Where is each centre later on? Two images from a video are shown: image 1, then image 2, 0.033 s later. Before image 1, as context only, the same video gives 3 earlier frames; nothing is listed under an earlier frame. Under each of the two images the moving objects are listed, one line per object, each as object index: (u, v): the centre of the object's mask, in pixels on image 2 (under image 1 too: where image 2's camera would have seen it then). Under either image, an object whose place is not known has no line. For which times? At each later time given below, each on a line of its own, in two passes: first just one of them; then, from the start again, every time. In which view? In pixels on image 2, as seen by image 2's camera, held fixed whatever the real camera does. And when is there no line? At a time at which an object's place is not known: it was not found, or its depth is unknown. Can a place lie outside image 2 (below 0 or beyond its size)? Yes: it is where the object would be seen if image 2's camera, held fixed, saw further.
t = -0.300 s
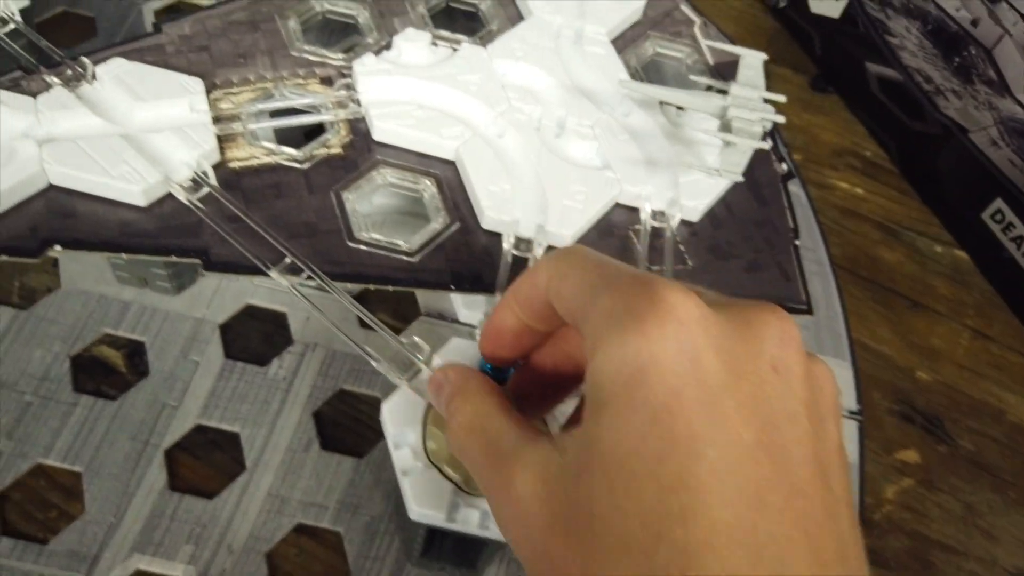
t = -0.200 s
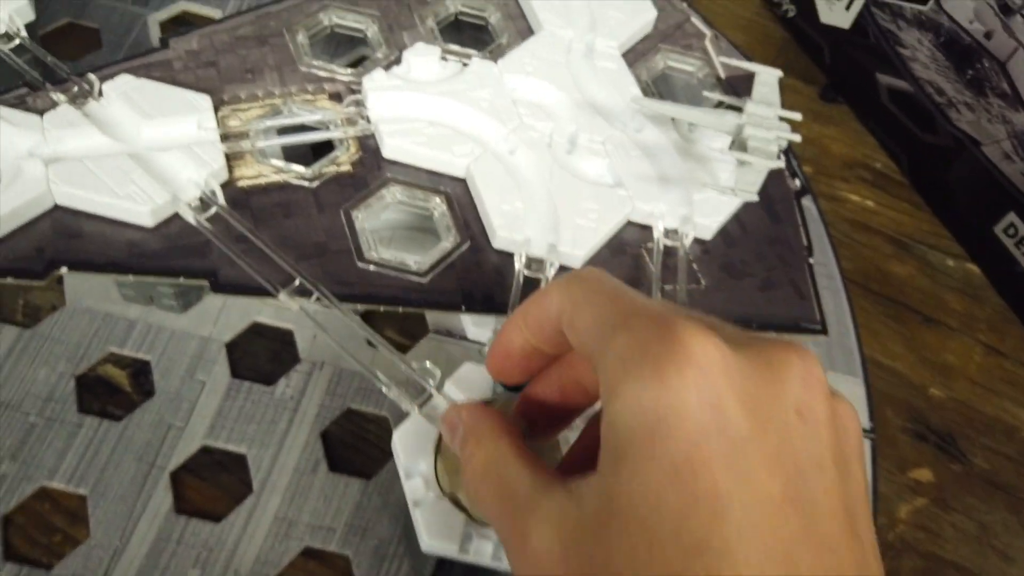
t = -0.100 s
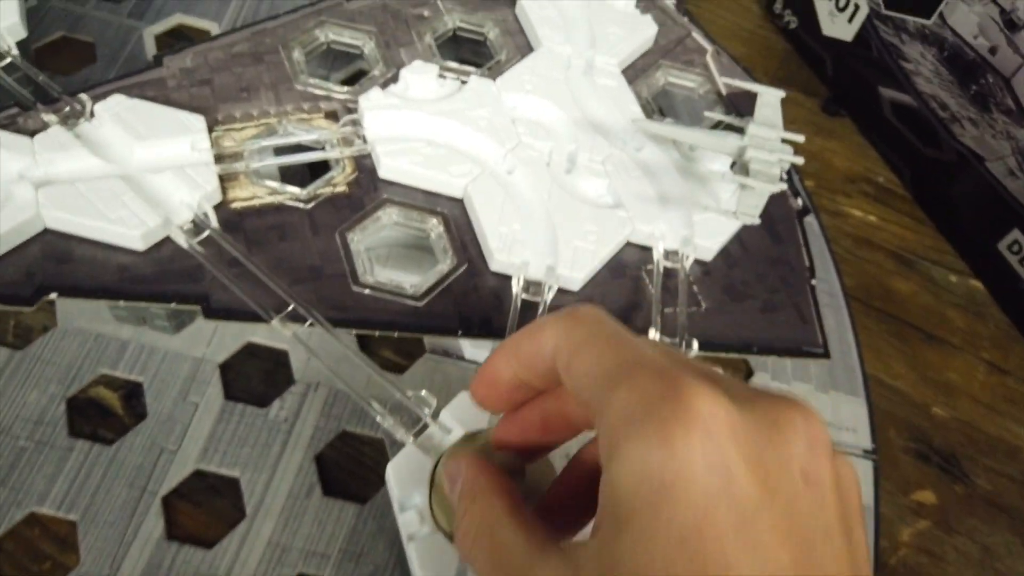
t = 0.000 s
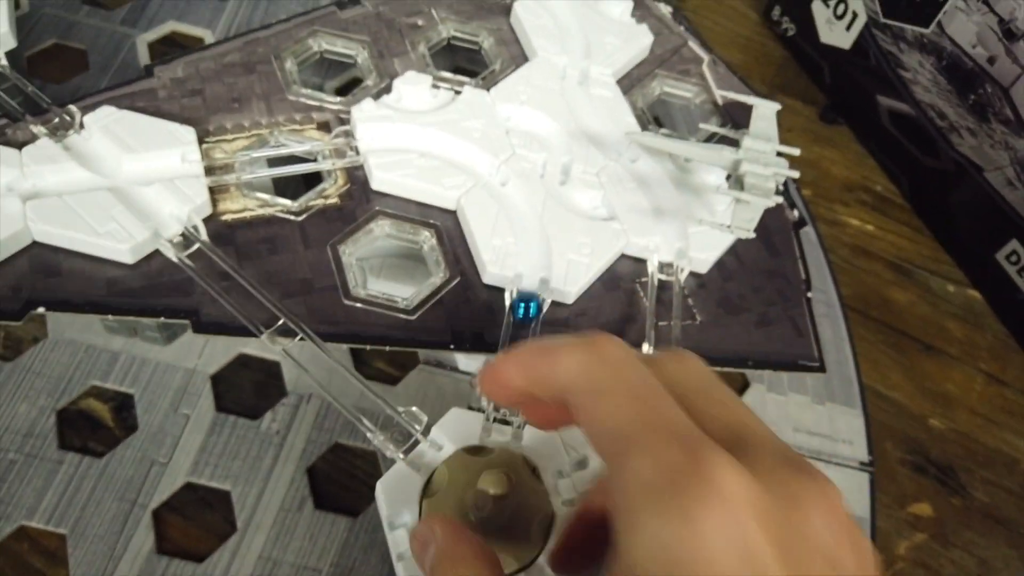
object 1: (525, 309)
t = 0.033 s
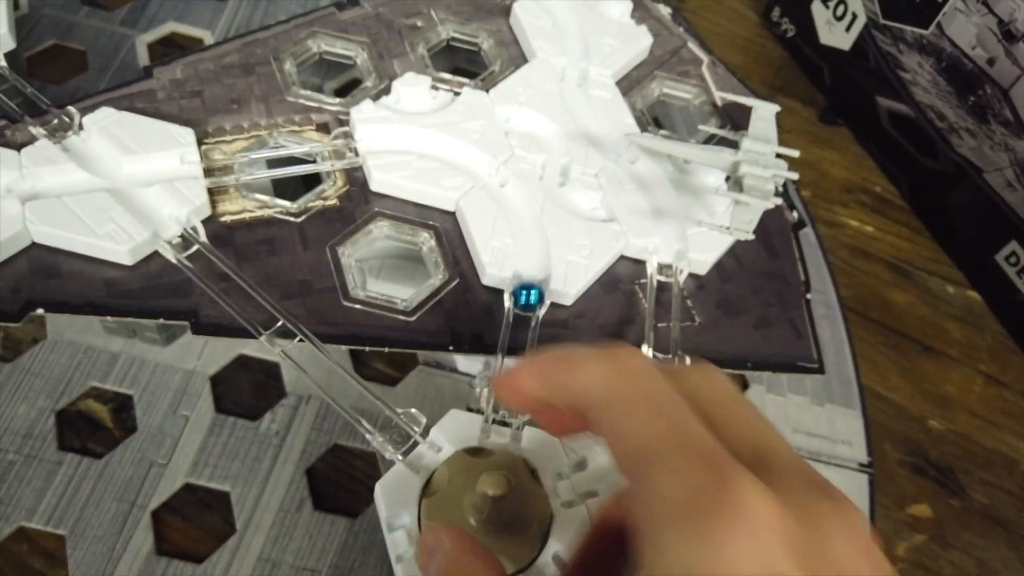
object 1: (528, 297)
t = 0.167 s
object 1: (508, 193)
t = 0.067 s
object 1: (534, 266)
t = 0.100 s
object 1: (530, 234)
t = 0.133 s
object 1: (524, 219)
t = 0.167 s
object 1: (508, 193)
